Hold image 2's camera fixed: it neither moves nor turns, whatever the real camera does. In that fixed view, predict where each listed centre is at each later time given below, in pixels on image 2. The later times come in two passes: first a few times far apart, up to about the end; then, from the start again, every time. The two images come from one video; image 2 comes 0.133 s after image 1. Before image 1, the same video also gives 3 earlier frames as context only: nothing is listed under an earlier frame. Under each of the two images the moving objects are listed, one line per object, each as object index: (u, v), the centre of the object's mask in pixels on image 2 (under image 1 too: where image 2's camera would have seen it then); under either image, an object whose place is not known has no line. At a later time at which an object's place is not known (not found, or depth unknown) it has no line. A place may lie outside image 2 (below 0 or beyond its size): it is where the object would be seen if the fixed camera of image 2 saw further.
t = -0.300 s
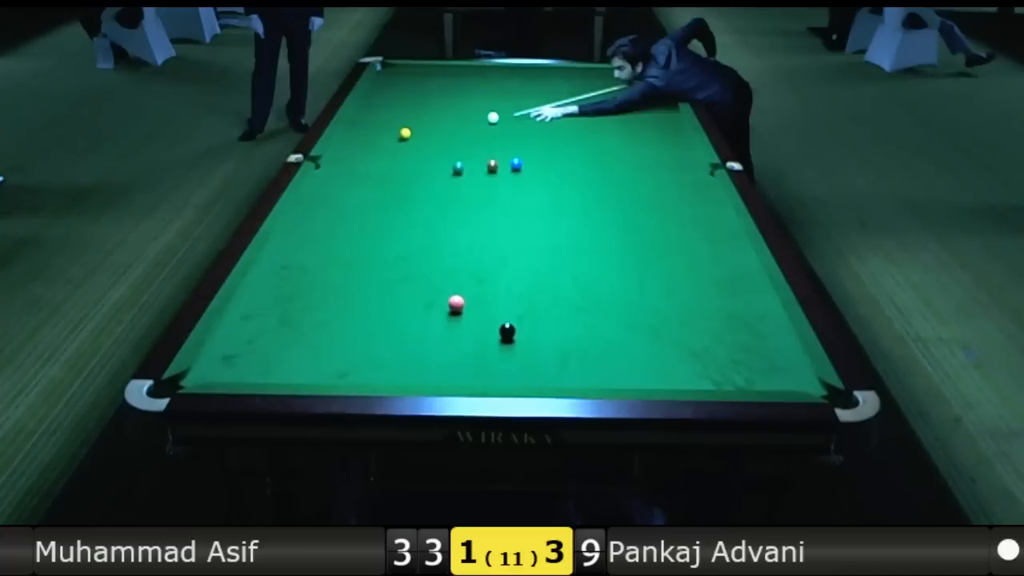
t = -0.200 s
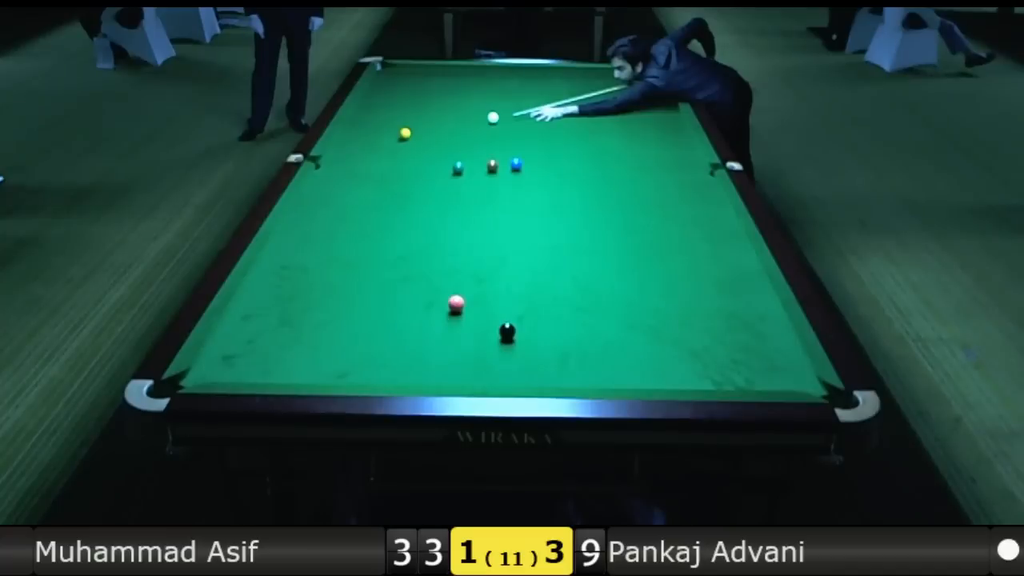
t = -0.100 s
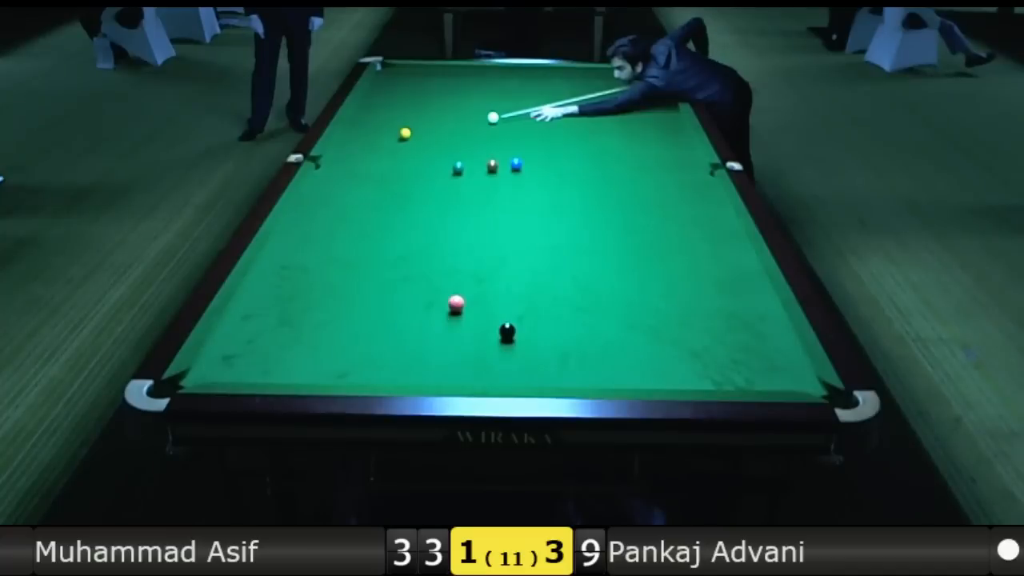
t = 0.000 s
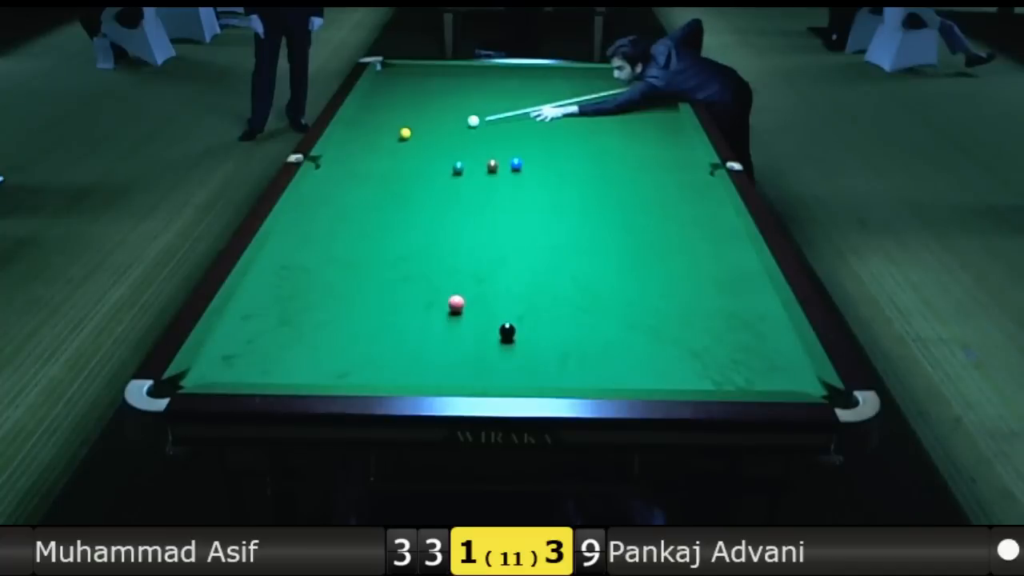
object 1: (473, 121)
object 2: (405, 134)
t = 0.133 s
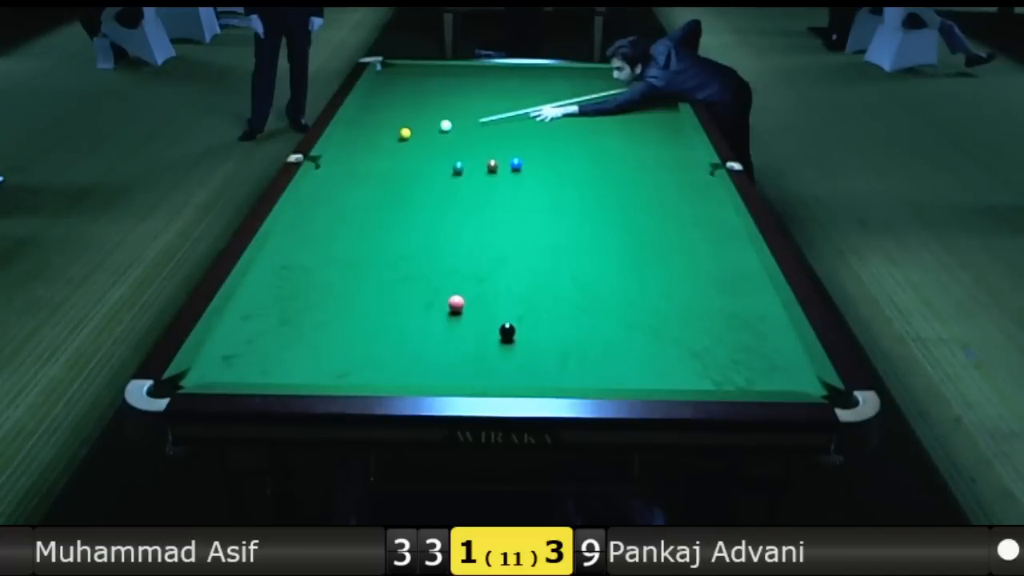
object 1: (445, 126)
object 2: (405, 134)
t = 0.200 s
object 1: (432, 128)
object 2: (404, 134)
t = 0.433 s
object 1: (404, 130)
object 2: (387, 139)
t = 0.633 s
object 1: (388, 129)
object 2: (367, 145)
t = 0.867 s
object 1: (371, 128)
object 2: (344, 153)
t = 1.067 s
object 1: (357, 128)
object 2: (325, 158)
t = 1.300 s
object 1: (347, 128)
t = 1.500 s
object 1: (356, 127)
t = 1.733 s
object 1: (365, 127)
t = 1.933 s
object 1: (372, 127)
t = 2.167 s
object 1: (379, 127)
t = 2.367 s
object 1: (384, 127)
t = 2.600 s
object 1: (390, 127)
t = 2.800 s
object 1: (394, 127)
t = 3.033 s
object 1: (398, 127)
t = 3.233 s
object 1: (400, 127)
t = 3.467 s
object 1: (403, 127)
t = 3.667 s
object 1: (404, 127)
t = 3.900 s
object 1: (405, 127)
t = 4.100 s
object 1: (405, 127)
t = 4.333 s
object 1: (404, 127)
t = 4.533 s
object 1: (404, 127)
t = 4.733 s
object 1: (404, 127)
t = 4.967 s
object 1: (404, 127)
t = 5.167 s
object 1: (404, 127)
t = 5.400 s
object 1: (404, 127)
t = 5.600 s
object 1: (404, 127)
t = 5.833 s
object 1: (404, 127)
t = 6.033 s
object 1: (404, 127)
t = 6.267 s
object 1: (404, 127)
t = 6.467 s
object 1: (404, 127)
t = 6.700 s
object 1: (404, 127)
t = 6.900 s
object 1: (404, 127)
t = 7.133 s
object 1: (404, 127)
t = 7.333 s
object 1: (404, 127)
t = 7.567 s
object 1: (404, 127)
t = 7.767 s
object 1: (404, 127)
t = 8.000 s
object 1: (404, 127)
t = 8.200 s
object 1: (404, 127)
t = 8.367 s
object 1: (404, 127)
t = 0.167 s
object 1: (439, 127)
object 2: (405, 134)
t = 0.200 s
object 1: (432, 128)
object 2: (404, 134)
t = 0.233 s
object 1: (426, 129)
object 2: (404, 134)
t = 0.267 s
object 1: (419, 130)
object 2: (404, 134)
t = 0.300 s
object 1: (414, 131)
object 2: (403, 135)
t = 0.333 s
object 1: (411, 131)
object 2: (400, 136)
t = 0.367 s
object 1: (409, 130)
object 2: (395, 137)
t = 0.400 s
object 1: (406, 130)
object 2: (391, 138)
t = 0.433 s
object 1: (404, 130)
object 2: (387, 139)
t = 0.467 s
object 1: (401, 130)
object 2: (384, 140)
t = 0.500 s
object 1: (398, 130)
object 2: (381, 141)
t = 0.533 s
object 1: (396, 130)
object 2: (377, 142)
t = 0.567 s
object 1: (393, 130)
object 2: (374, 143)
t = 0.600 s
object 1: (391, 130)
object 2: (371, 144)
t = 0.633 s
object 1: (388, 129)
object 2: (367, 145)
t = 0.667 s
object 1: (386, 129)
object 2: (364, 146)
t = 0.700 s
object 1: (383, 129)
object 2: (361, 147)
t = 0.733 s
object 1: (381, 129)
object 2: (357, 149)
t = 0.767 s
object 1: (378, 129)
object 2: (354, 149)
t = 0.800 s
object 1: (376, 129)
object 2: (351, 151)
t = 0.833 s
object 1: (373, 129)
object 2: (347, 152)
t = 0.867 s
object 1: (371, 128)
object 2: (344, 153)
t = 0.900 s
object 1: (369, 128)
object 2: (340, 154)
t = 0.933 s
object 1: (366, 128)
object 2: (337, 155)
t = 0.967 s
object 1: (364, 128)
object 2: (334, 156)
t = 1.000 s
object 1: (362, 128)
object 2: (330, 157)
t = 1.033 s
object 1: (360, 128)
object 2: (328, 157)
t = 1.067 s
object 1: (357, 128)
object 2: (325, 158)
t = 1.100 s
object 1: (355, 128)
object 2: (321, 159)
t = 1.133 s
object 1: (353, 128)
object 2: (318, 161)
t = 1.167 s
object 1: (351, 128)
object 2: (315, 162)
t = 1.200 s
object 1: (349, 128)
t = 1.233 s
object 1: (346, 127)
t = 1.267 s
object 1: (345, 127)
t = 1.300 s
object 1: (347, 128)
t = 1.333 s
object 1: (349, 127)
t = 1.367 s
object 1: (350, 127)
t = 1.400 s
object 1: (351, 127)
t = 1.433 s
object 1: (353, 127)
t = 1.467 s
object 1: (354, 127)
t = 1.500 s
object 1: (356, 127)
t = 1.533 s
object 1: (357, 127)
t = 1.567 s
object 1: (358, 127)
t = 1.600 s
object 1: (360, 127)
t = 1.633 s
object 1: (361, 127)
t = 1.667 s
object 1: (362, 127)
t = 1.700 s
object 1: (363, 127)
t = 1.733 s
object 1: (365, 127)
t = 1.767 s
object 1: (366, 127)
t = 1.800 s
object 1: (367, 127)
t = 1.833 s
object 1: (368, 127)
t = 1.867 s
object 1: (369, 127)
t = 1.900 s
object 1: (370, 127)
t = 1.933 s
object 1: (372, 127)
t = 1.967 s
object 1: (373, 127)
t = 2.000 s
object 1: (374, 127)
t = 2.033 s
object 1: (375, 127)
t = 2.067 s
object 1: (376, 127)
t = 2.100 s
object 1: (377, 127)
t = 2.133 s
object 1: (378, 127)
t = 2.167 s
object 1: (379, 127)
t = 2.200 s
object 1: (380, 127)
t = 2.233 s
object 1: (380, 127)
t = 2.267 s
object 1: (381, 127)
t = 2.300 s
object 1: (382, 127)
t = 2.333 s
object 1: (383, 127)
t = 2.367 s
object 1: (384, 127)
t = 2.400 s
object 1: (385, 127)
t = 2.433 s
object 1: (386, 127)
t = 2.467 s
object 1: (387, 127)
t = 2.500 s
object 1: (387, 127)
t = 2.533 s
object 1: (388, 127)
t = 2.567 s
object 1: (389, 127)
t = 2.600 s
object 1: (390, 127)
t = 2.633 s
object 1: (390, 127)
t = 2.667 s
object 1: (391, 127)
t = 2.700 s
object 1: (392, 127)
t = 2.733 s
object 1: (392, 127)
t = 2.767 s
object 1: (393, 127)
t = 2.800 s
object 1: (394, 127)
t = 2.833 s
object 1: (394, 127)
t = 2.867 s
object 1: (395, 127)
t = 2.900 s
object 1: (395, 127)
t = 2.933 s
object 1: (396, 127)
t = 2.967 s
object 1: (397, 127)
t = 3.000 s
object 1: (397, 127)
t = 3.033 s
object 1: (398, 127)
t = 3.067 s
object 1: (398, 127)
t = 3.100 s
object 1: (399, 127)
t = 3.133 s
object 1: (399, 127)
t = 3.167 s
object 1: (399, 127)
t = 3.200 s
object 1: (400, 127)
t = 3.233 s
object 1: (400, 127)
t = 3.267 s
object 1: (401, 127)
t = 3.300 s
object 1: (401, 127)
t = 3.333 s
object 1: (401, 127)
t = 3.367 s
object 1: (402, 127)
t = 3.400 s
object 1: (402, 127)
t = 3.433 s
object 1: (403, 127)
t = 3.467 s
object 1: (403, 127)
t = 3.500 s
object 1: (403, 127)
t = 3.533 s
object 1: (403, 127)
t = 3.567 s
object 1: (403, 127)
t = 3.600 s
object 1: (404, 127)
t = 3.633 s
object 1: (404, 127)
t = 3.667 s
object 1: (404, 127)
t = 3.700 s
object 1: (404, 127)
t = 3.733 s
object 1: (404, 127)
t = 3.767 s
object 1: (404, 127)
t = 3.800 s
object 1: (404, 127)
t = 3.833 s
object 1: (404, 127)
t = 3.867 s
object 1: (405, 127)
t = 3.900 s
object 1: (405, 127)
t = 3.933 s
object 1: (405, 127)
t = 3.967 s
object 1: (405, 127)
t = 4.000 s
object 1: (405, 127)
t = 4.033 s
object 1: (405, 127)
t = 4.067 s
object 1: (405, 127)
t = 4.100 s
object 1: (405, 127)
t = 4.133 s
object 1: (405, 127)
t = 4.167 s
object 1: (405, 127)
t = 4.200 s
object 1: (405, 127)
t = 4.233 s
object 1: (404, 127)
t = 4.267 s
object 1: (404, 127)
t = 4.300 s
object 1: (404, 127)
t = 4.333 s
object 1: (404, 127)
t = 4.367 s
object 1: (404, 127)
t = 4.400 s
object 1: (404, 127)
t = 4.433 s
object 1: (404, 127)
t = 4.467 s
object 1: (404, 127)
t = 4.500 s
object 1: (404, 127)
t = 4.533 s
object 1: (404, 127)
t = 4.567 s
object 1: (404, 127)
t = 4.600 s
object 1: (404, 127)
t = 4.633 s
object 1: (404, 127)
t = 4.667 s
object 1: (404, 127)
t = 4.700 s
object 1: (404, 127)
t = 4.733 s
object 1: (404, 127)
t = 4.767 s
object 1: (404, 127)
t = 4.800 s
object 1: (404, 127)
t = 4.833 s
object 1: (404, 127)
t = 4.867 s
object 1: (404, 127)
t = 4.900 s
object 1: (404, 127)
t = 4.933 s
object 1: (404, 127)
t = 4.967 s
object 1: (404, 127)
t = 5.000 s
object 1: (404, 127)
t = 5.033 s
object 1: (404, 127)
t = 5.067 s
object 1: (404, 127)
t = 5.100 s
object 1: (404, 127)
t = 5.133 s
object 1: (404, 127)
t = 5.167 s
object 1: (404, 127)
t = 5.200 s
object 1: (404, 127)
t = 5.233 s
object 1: (404, 127)
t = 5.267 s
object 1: (404, 127)
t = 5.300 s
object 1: (404, 127)
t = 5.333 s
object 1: (404, 127)
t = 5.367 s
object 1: (404, 127)
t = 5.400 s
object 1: (404, 127)
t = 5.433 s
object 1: (404, 127)
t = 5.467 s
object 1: (404, 127)
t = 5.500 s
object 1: (404, 127)
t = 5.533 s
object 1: (404, 127)
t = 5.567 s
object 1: (404, 127)
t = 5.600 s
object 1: (404, 127)
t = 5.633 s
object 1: (404, 127)
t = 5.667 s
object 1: (404, 127)
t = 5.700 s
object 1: (404, 127)
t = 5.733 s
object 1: (404, 127)
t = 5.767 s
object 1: (404, 127)
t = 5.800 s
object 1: (404, 127)
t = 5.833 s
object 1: (404, 127)
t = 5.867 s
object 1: (404, 127)
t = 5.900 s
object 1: (404, 127)
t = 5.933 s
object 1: (404, 127)
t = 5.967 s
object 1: (404, 127)
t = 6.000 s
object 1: (404, 127)
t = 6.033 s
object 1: (404, 127)
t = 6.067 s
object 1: (404, 127)
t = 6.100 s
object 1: (404, 127)
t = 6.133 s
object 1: (404, 127)
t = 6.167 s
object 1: (404, 127)
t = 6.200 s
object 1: (404, 127)
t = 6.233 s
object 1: (404, 127)
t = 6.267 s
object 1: (404, 127)
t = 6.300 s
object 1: (404, 127)
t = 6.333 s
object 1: (404, 127)
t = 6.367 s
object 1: (404, 127)
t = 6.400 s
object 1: (404, 127)
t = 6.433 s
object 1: (404, 127)
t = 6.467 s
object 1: (404, 127)
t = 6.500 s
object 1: (404, 127)
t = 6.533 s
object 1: (404, 127)
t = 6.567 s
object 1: (404, 127)
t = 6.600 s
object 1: (404, 127)
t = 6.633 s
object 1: (404, 127)
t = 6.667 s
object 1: (404, 127)
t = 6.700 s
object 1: (404, 127)
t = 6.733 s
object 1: (404, 127)
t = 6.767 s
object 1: (404, 127)
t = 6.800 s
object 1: (404, 127)
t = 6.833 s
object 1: (404, 127)
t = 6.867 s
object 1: (404, 127)
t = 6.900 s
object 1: (404, 127)
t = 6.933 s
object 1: (404, 127)
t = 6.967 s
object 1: (404, 127)
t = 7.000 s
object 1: (404, 127)
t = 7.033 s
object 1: (404, 127)
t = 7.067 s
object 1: (404, 127)
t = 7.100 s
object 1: (404, 127)
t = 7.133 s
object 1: (404, 127)
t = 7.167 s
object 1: (404, 127)
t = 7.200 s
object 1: (404, 127)
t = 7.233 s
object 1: (404, 127)
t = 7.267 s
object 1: (404, 127)
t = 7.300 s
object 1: (404, 127)
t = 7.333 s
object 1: (404, 127)
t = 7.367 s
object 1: (404, 127)
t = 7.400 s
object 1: (404, 127)
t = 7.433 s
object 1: (404, 127)
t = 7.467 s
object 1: (404, 127)
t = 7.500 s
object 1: (404, 127)
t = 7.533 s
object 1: (404, 127)
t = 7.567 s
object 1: (404, 127)
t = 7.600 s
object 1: (404, 127)
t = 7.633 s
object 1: (404, 127)
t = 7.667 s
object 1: (404, 127)
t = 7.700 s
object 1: (404, 127)
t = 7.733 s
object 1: (404, 127)
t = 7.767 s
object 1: (404, 127)
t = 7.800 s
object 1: (404, 127)
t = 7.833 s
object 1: (404, 127)
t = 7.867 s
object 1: (404, 127)
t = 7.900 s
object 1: (404, 127)
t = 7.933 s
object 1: (404, 127)
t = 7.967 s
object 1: (404, 127)
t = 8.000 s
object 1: (404, 127)
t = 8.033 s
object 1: (404, 127)
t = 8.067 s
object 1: (404, 127)
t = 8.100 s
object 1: (404, 127)
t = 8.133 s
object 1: (404, 127)
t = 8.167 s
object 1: (404, 127)
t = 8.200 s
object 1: (404, 127)
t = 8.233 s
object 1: (404, 127)
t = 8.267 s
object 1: (404, 127)
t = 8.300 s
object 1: (404, 127)
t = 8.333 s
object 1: (404, 127)
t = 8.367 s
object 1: (404, 127)
